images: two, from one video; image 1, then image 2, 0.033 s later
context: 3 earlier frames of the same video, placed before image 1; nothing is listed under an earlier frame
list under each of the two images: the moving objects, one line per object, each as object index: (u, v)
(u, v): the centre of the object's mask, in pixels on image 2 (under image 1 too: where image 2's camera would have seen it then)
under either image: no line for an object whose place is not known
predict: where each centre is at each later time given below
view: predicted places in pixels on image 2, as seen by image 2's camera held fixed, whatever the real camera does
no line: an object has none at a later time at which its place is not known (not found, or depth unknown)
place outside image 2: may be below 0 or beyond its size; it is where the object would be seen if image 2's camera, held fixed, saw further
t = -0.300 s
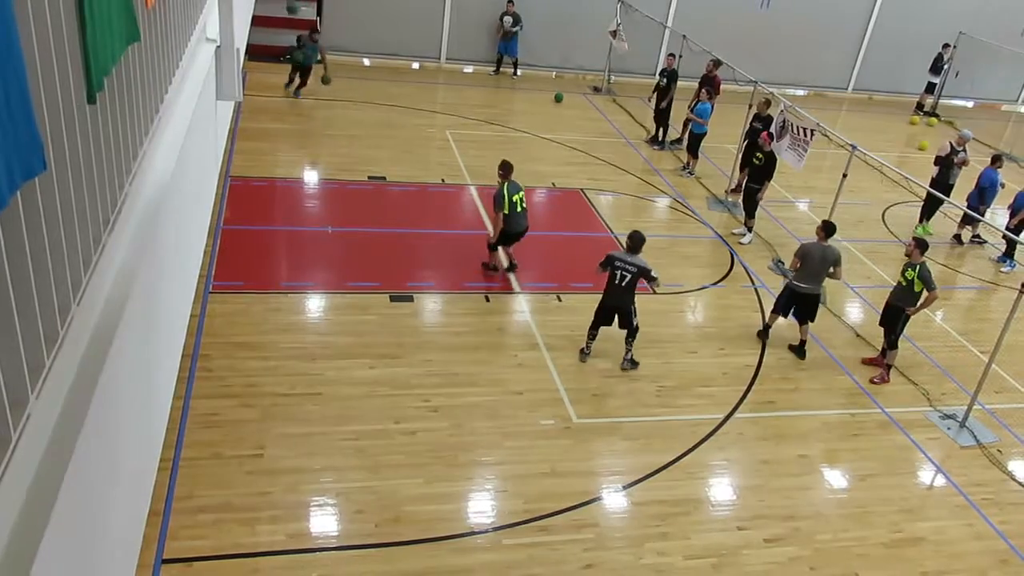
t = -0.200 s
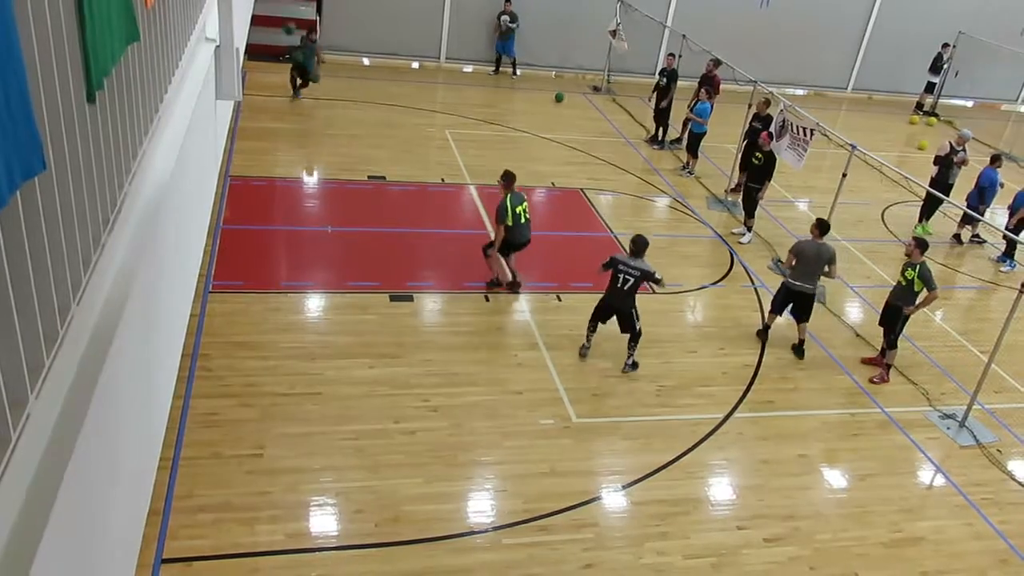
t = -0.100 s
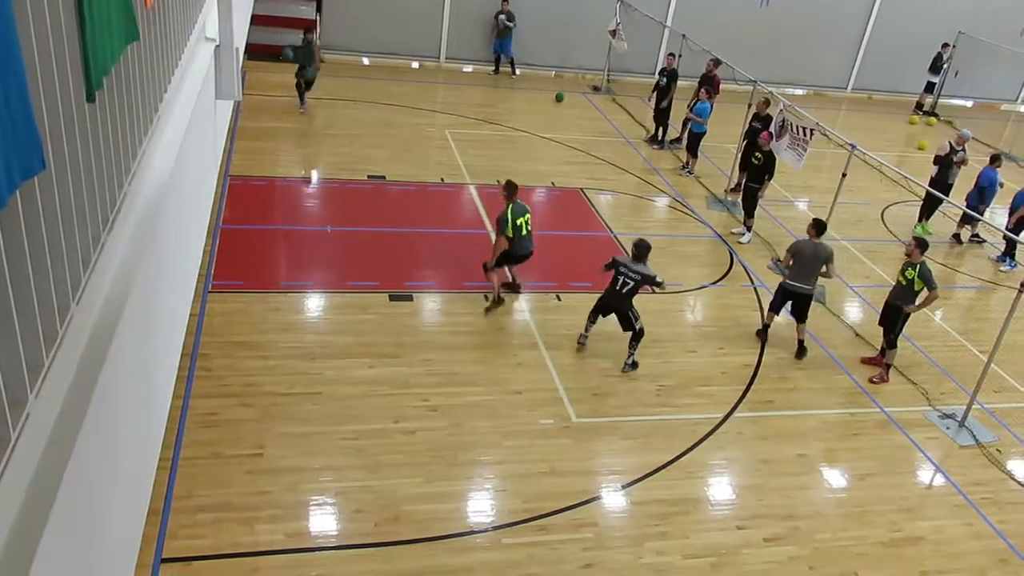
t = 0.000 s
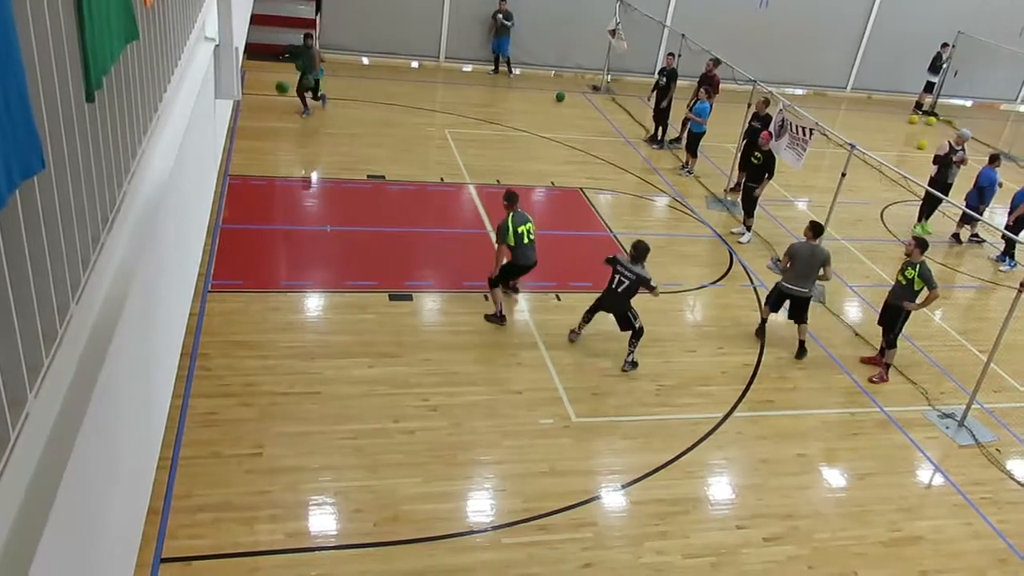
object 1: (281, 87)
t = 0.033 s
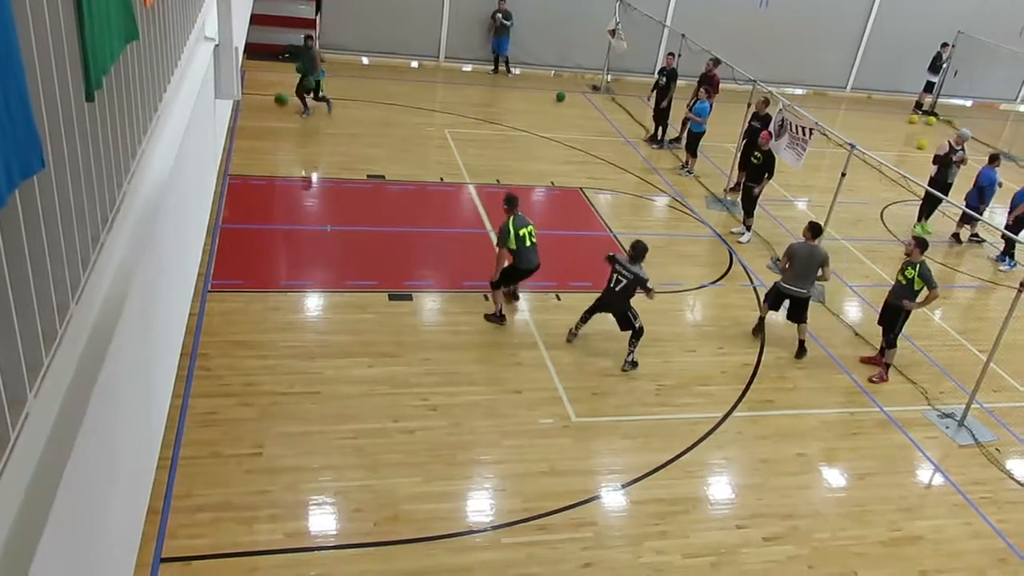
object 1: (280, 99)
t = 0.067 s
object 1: (279, 113)
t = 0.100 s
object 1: (277, 128)
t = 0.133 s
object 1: (276, 142)
